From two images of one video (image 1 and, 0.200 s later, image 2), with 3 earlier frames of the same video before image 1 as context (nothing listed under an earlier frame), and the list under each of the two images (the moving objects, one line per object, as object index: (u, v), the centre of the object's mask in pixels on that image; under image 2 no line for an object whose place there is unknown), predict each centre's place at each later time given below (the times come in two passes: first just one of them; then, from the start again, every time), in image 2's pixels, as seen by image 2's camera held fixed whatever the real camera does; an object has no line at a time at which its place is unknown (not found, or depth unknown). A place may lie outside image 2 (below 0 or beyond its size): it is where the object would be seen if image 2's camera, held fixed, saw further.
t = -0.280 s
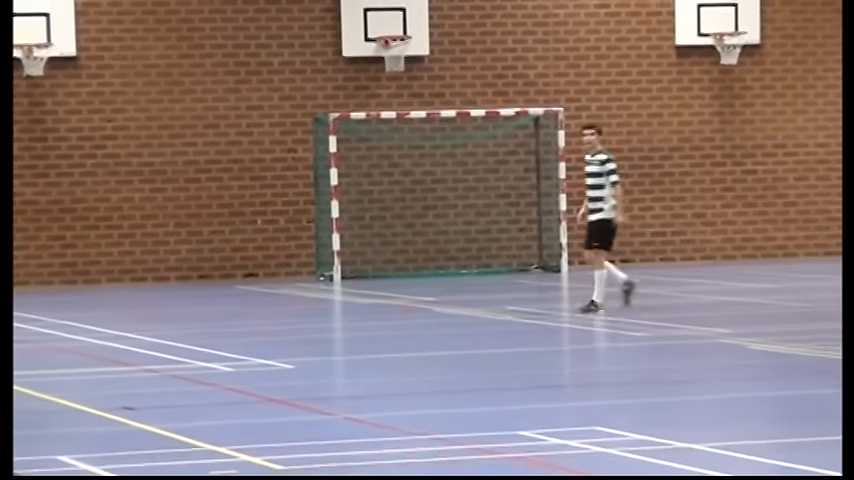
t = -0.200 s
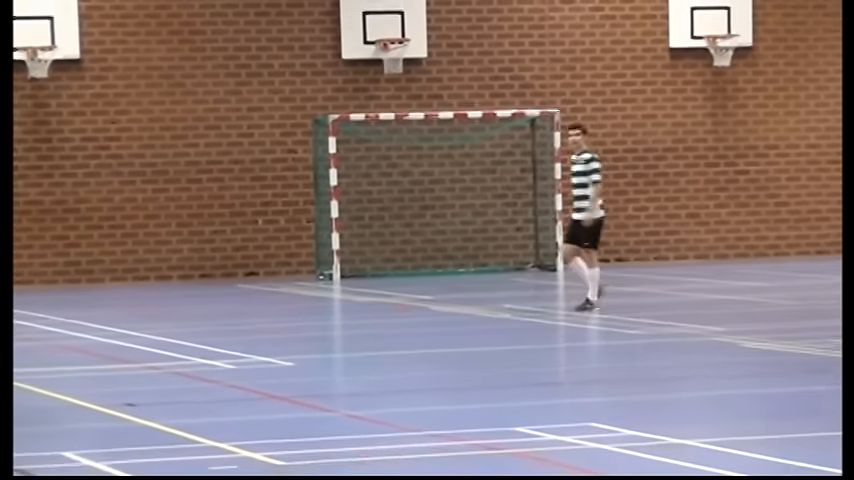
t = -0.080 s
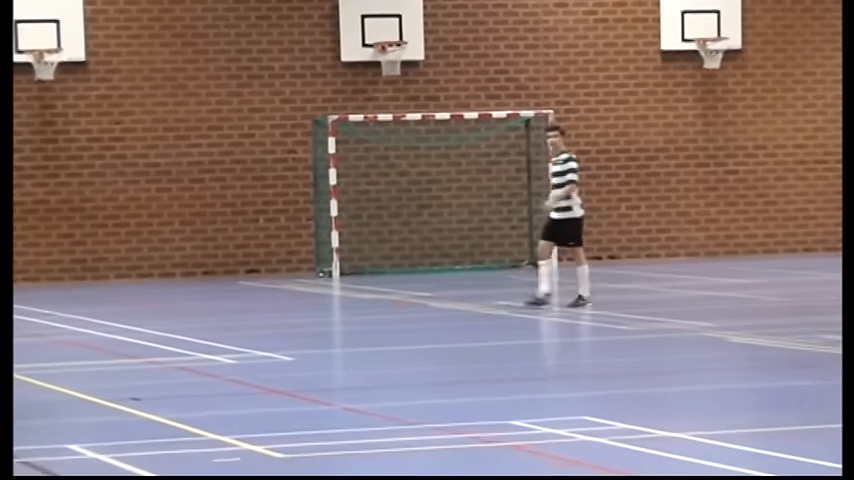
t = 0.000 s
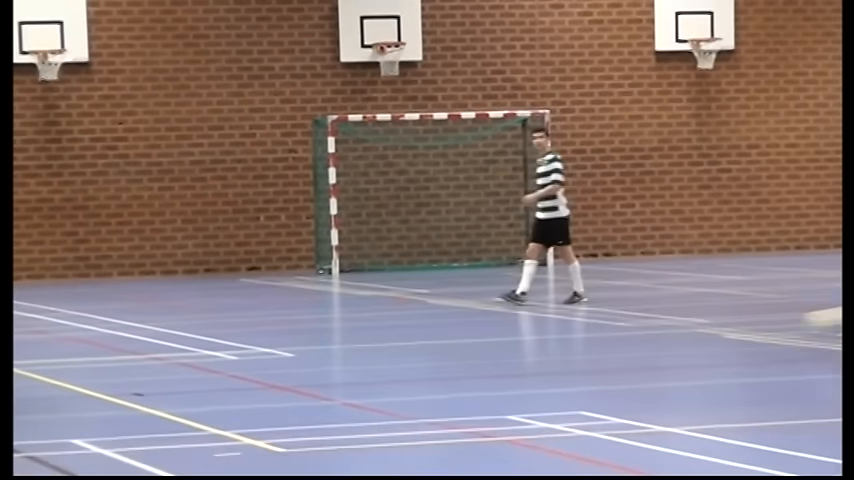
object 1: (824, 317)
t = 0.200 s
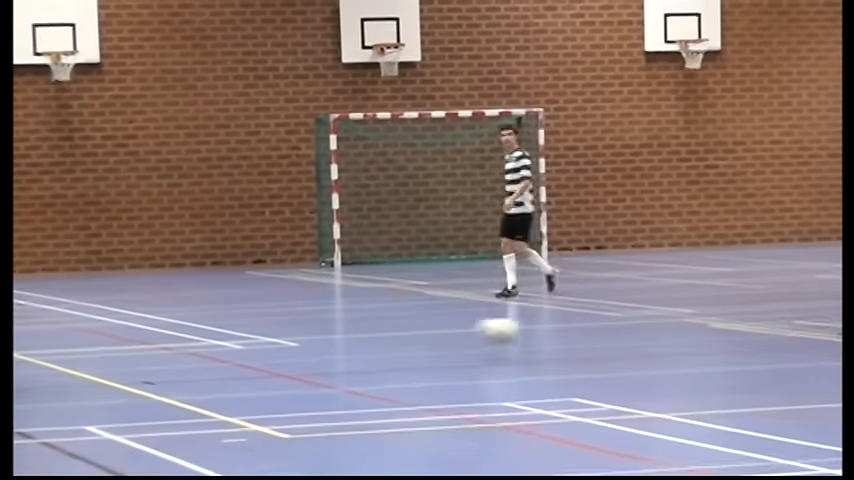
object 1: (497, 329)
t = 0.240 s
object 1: (438, 332)
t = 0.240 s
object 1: (438, 332)
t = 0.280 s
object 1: (377, 342)
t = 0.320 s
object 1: (317, 353)
